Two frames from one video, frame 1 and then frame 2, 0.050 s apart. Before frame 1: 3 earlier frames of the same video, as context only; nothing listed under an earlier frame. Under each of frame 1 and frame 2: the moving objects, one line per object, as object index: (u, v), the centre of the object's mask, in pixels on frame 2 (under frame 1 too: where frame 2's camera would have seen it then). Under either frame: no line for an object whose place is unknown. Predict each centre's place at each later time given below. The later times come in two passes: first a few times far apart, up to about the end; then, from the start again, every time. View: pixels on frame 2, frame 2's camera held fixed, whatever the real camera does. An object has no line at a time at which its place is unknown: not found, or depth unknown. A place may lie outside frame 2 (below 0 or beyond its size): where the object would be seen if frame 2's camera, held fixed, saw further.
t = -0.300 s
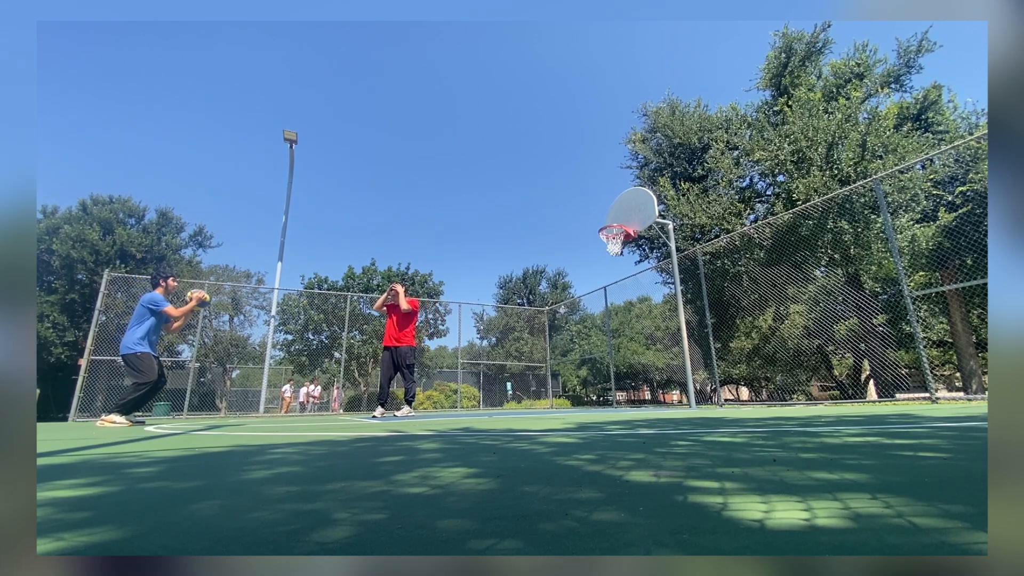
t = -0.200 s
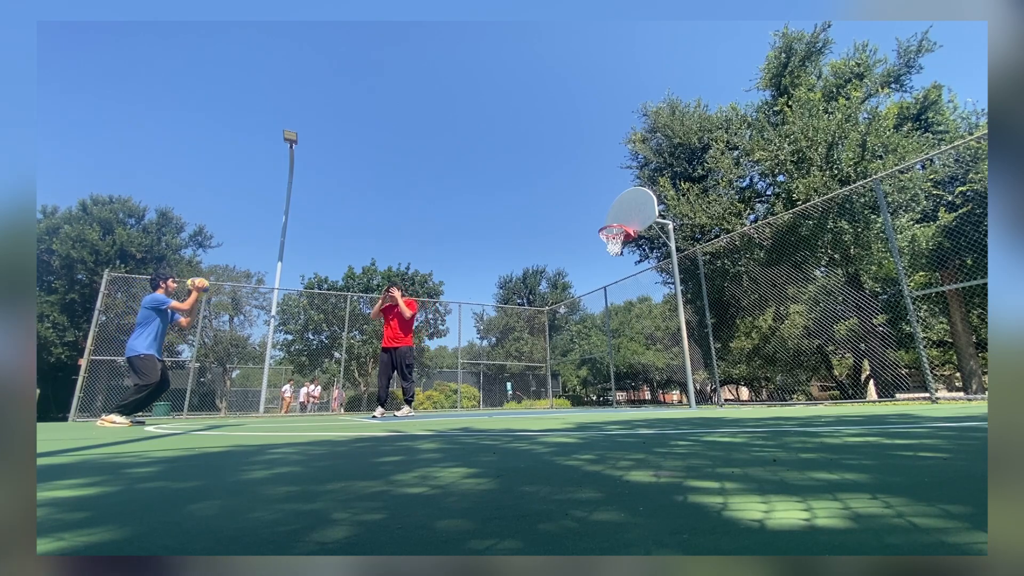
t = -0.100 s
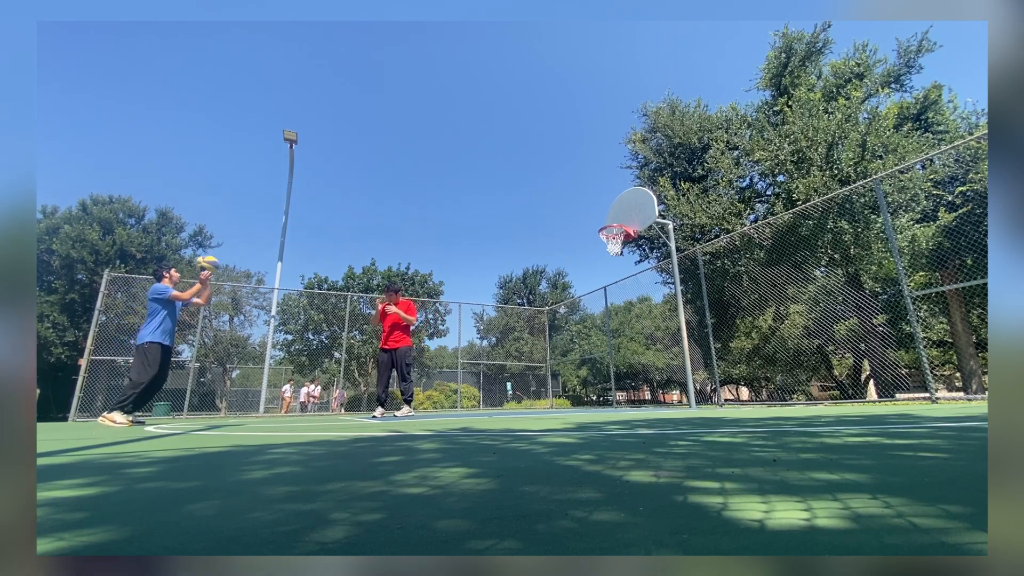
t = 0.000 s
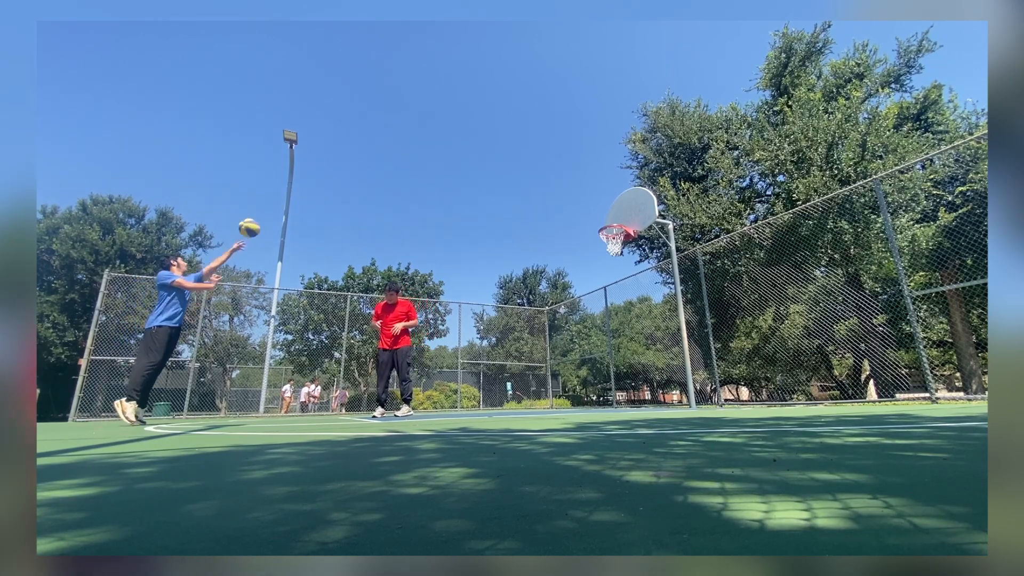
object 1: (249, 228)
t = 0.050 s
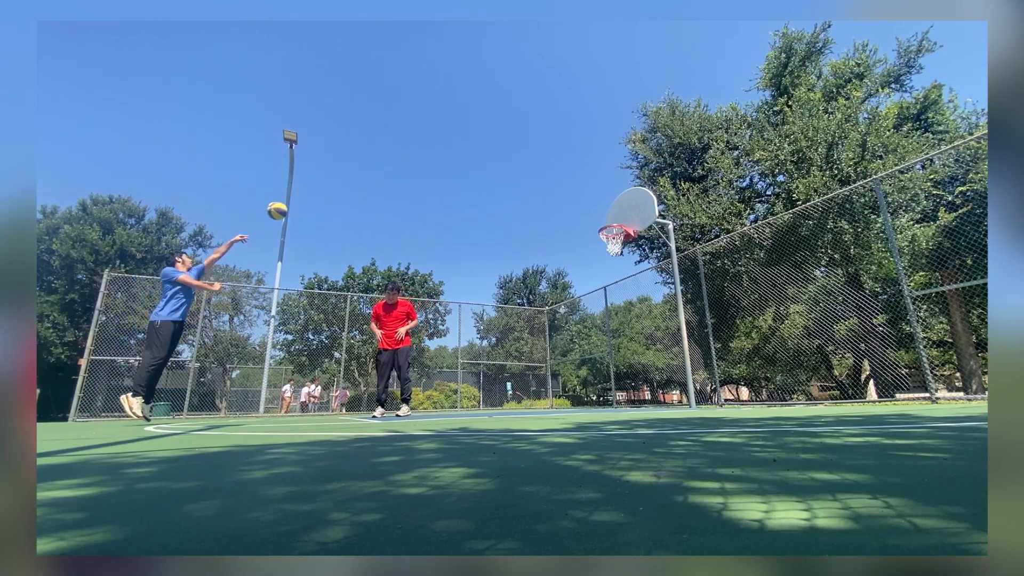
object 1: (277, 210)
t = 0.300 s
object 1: (391, 160)
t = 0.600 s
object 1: (496, 154)
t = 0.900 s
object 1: (582, 192)
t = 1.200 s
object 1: (615, 195)
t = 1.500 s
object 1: (603, 169)
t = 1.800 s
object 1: (594, 183)
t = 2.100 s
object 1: (588, 237)
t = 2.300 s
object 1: (586, 296)
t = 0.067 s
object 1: (286, 205)
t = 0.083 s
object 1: (294, 200)
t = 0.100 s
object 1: (303, 196)
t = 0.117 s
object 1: (311, 192)
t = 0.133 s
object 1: (319, 187)
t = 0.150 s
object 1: (327, 184)
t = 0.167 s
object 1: (335, 180)
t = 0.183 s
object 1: (342, 177)
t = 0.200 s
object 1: (350, 174)
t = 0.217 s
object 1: (357, 171)
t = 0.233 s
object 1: (364, 168)
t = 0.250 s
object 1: (371, 166)
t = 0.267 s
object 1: (378, 163)
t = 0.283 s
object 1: (385, 161)
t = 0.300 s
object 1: (391, 160)
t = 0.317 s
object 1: (397, 158)
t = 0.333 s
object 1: (404, 156)
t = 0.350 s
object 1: (410, 155)
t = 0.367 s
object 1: (417, 154)
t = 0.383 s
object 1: (423, 153)
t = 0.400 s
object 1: (429, 152)
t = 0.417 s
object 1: (435, 152)
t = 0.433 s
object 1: (440, 151)
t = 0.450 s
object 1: (446, 151)
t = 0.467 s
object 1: (452, 151)
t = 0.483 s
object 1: (458, 151)
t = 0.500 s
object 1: (464, 151)
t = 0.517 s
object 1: (469, 151)
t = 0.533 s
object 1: (475, 151)
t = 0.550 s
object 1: (480, 152)
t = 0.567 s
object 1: (485, 152)
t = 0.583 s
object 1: (491, 153)
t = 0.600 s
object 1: (496, 154)
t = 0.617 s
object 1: (501, 155)
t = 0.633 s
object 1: (506, 156)
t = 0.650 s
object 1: (511, 158)
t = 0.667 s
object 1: (516, 159)
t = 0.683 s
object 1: (521, 161)
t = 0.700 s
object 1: (526, 162)
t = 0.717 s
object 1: (531, 164)
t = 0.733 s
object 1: (536, 166)
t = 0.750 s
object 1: (541, 168)
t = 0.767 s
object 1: (546, 170)
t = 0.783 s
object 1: (550, 172)
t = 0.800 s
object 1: (555, 175)
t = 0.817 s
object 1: (559, 177)
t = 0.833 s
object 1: (564, 180)
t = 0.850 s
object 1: (569, 183)
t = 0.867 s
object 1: (574, 186)
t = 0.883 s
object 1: (578, 189)
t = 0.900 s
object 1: (582, 192)
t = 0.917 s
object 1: (587, 195)
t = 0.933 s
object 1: (592, 198)
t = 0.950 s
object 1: (596, 202)
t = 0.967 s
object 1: (601, 206)
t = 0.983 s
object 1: (605, 209)
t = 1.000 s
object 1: (610, 213)
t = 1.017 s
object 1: (614, 217)
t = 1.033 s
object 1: (619, 220)
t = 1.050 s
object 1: (623, 222)
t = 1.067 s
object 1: (622, 221)
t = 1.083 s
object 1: (621, 218)
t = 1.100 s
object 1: (621, 214)
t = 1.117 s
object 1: (620, 211)
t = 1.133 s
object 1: (619, 208)
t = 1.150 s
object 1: (618, 204)
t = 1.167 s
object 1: (617, 201)
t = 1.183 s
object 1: (616, 198)
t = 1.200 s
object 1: (615, 195)
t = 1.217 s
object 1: (614, 192)
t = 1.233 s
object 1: (614, 190)
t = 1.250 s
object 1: (613, 188)
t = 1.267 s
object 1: (612, 185)
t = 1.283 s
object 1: (611, 183)
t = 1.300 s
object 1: (611, 181)
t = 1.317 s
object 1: (610, 179)
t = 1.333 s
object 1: (609, 178)
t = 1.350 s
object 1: (609, 176)
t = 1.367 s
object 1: (608, 175)
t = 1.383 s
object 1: (607, 174)
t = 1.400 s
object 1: (607, 172)
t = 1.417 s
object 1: (606, 172)
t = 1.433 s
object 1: (605, 171)
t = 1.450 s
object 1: (605, 170)
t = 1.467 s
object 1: (604, 169)
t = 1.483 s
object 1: (603, 169)
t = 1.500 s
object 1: (603, 169)
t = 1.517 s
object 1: (602, 168)
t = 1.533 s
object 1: (601, 168)
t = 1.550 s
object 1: (601, 168)
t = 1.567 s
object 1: (600, 168)
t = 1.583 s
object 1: (600, 169)
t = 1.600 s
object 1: (599, 169)
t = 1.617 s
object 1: (599, 169)
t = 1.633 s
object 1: (598, 170)
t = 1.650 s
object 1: (598, 171)
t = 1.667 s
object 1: (597, 172)
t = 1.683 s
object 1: (597, 173)
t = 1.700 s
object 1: (596, 174)
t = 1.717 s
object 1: (596, 175)
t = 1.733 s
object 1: (595, 177)
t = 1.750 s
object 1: (595, 178)
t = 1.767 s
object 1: (595, 179)
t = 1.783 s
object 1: (594, 181)
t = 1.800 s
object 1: (594, 183)
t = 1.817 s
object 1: (594, 185)
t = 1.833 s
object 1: (593, 187)
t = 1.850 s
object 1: (593, 189)
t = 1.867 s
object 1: (592, 191)
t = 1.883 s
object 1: (592, 194)
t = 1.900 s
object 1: (592, 196)
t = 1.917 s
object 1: (591, 199)
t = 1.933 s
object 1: (591, 202)
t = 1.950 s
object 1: (591, 205)
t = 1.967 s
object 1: (590, 208)
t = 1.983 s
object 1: (590, 211)
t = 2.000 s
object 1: (590, 214)
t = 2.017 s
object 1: (589, 218)
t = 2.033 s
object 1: (589, 221)
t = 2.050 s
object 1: (588, 225)
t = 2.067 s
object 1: (588, 229)
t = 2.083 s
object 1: (588, 233)
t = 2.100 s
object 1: (588, 237)
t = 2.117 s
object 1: (588, 241)
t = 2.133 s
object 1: (587, 245)
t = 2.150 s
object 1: (588, 250)
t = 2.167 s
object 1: (587, 255)
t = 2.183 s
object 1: (587, 259)
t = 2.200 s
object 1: (587, 264)
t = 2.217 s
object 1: (587, 269)
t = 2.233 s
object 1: (586, 274)
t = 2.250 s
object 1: (586, 279)
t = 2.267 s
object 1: (586, 285)
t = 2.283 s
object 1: (586, 290)
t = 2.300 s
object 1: (586, 296)
